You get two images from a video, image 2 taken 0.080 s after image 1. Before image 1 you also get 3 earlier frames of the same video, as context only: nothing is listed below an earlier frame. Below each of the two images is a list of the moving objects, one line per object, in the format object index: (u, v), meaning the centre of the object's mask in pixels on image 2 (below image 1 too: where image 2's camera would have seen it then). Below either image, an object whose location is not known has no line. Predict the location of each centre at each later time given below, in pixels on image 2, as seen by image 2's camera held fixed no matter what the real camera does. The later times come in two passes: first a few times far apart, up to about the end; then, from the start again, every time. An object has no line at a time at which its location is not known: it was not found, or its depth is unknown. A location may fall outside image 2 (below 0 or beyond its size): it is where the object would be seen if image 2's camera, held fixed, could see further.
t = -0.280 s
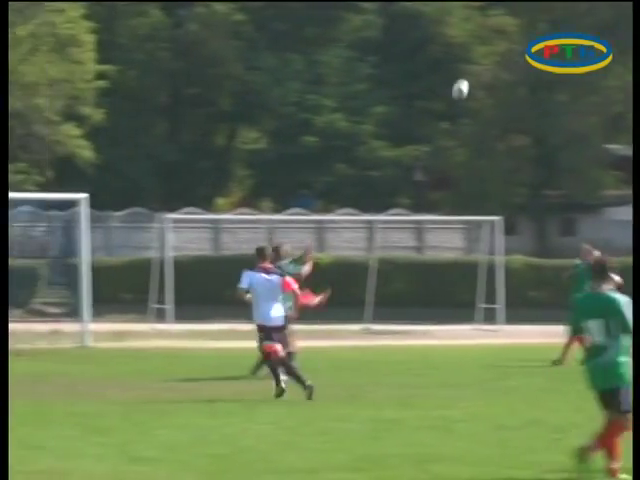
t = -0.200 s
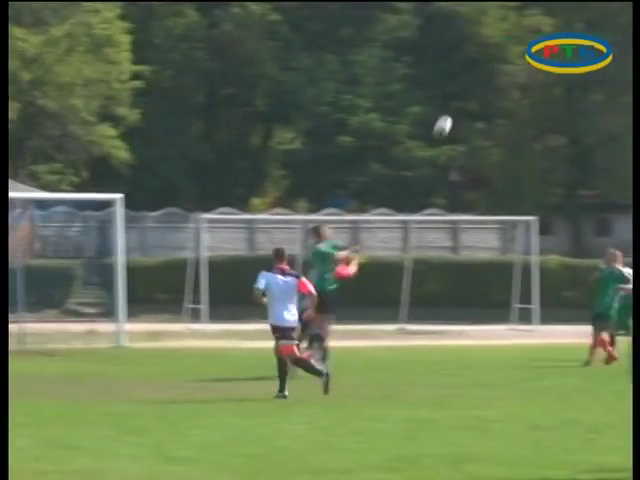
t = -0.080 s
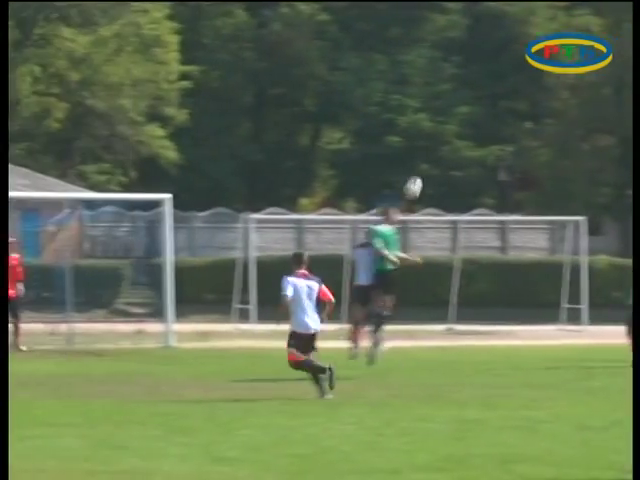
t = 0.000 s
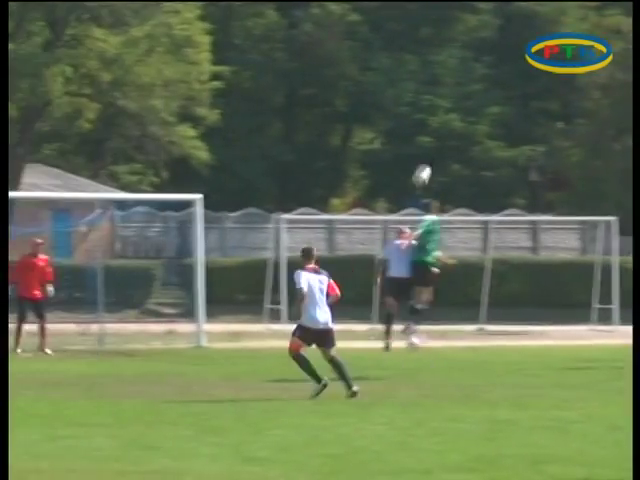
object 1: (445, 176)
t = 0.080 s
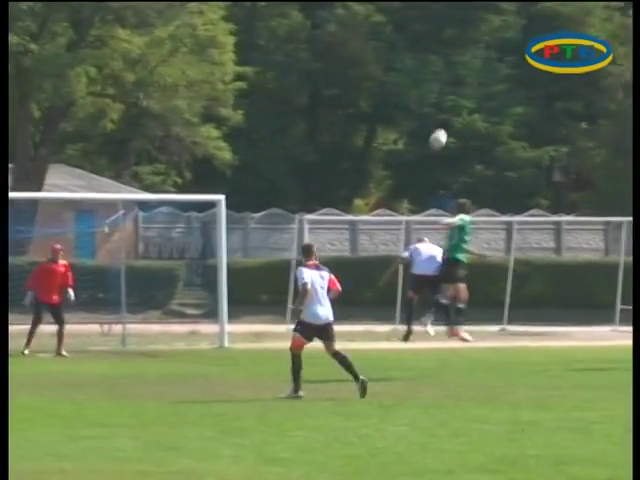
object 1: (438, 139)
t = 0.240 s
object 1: (423, 80)
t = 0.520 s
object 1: (391, 33)
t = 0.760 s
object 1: (358, 41)
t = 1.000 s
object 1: (324, 88)
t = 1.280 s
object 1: (282, 180)
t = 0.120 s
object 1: (434, 122)
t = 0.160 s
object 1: (431, 107)
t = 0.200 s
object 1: (427, 93)
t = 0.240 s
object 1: (423, 80)
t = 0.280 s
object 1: (419, 70)
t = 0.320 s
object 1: (414, 60)
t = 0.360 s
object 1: (410, 52)
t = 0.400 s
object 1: (405, 46)
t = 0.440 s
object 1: (401, 40)
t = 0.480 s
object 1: (395, 36)
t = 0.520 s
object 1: (391, 33)
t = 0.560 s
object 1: (385, 31)
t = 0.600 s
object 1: (380, 31)
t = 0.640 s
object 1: (375, 32)
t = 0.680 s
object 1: (369, 34)
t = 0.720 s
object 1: (364, 37)
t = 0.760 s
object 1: (358, 41)
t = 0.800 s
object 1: (353, 47)
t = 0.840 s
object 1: (347, 54)
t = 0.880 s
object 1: (341, 61)
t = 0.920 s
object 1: (335, 69)
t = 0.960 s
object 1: (330, 79)
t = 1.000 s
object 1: (324, 88)
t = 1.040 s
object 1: (318, 99)
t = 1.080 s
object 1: (312, 111)
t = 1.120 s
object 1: (306, 122)
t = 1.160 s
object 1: (300, 135)
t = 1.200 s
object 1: (295, 150)
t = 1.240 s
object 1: (288, 164)
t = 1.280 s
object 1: (282, 180)
